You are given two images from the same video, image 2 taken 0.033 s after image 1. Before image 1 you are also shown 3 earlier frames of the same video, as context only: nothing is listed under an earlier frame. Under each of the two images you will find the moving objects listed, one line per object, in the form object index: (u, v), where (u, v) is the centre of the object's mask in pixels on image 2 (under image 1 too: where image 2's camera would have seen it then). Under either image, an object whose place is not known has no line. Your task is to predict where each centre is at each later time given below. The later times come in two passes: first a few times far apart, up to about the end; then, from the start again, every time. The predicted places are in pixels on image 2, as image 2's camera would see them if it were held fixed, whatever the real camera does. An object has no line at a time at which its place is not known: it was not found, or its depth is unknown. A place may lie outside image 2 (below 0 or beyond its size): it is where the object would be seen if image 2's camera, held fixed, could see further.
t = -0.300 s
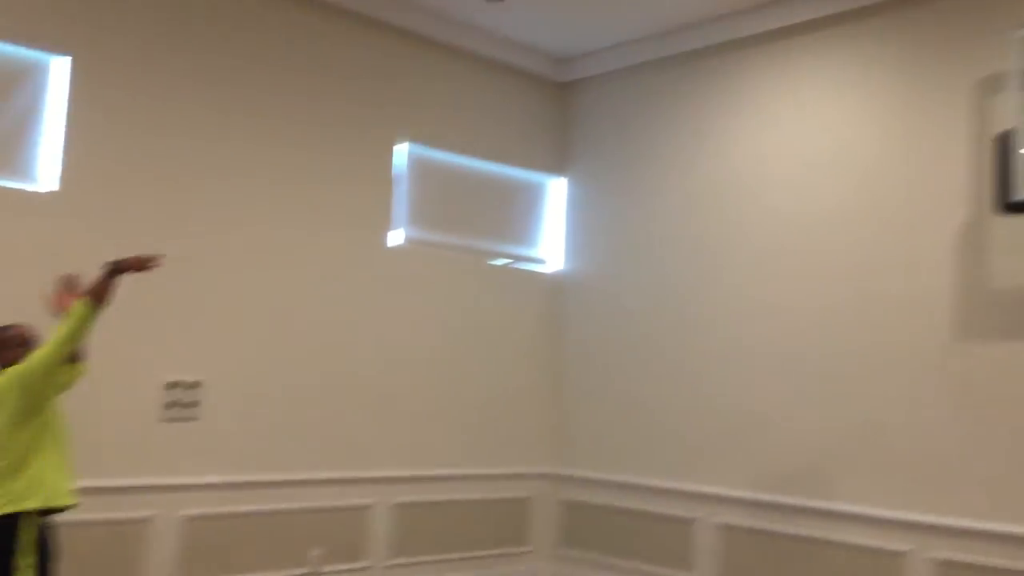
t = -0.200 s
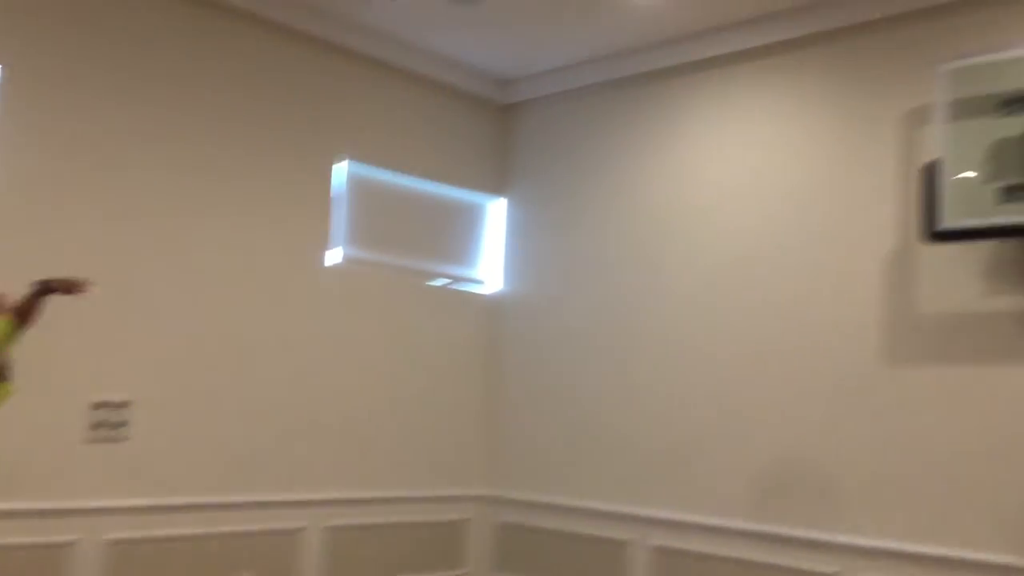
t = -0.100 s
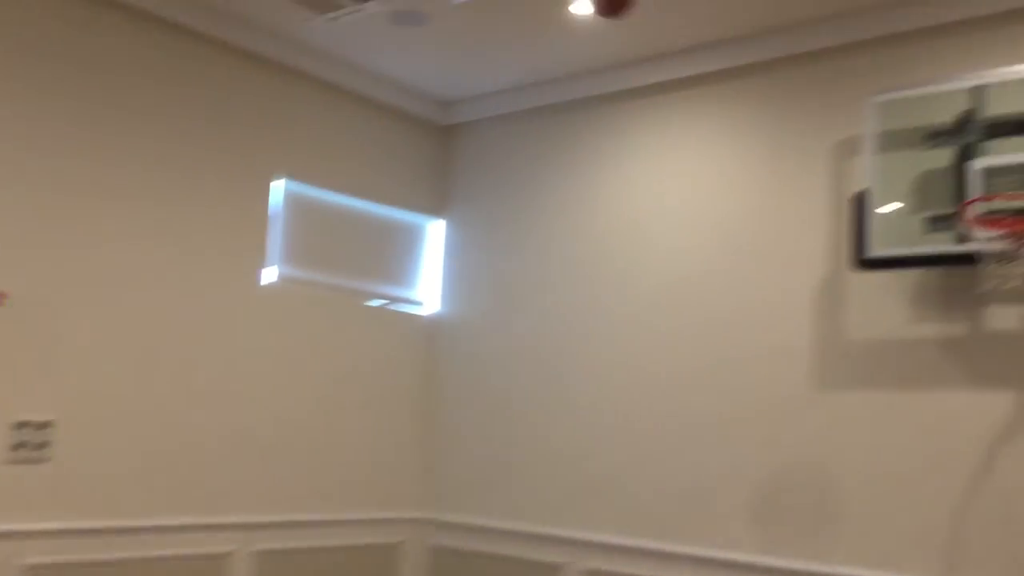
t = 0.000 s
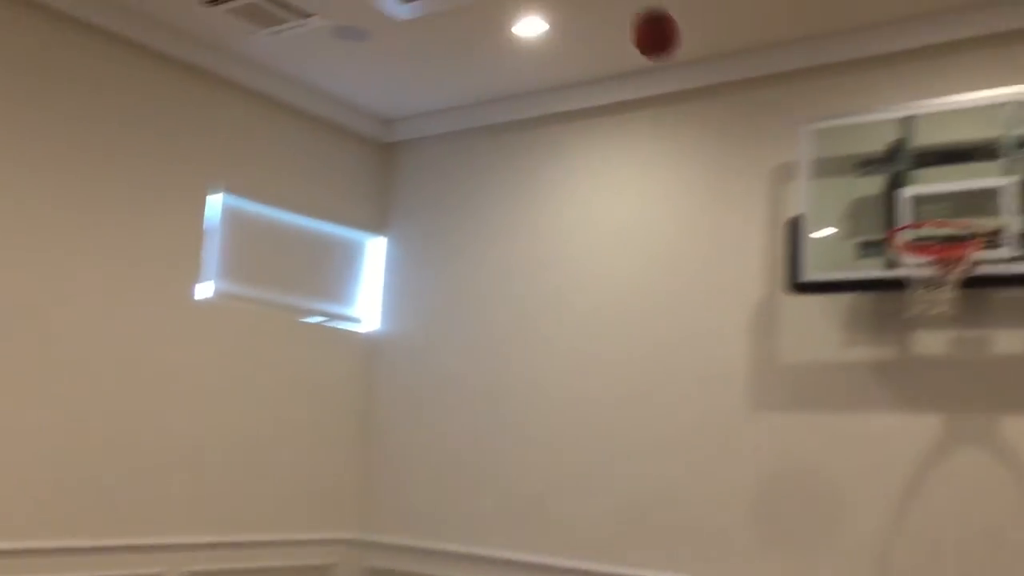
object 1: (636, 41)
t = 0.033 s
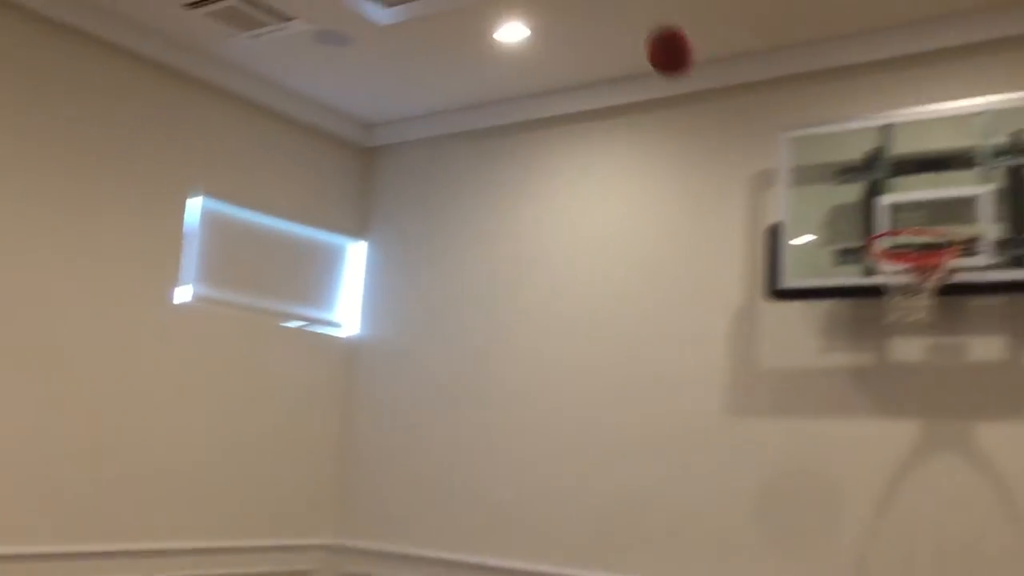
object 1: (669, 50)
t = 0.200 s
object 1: (828, 128)
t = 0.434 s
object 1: (946, 162)
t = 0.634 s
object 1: (929, 73)
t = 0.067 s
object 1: (702, 63)
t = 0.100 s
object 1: (736, 77)
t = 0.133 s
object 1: (767, 92)
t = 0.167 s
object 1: (798, 109)
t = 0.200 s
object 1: (828, 128)
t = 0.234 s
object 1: (858, 152)
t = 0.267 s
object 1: (888, 171)
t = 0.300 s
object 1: (919, 196)
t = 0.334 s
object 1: (947, 217)
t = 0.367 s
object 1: (951, 206)
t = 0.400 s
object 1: (947, 182)
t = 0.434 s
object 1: (946, 162)
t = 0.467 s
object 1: (943, 141)
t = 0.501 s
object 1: (942, 125)
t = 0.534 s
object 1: (942, 108)
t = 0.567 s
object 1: (938, 95)
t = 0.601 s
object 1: (932, 83)
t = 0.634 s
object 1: (929, 73)
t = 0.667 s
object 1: (926, 64)
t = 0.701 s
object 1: (921, 58)
